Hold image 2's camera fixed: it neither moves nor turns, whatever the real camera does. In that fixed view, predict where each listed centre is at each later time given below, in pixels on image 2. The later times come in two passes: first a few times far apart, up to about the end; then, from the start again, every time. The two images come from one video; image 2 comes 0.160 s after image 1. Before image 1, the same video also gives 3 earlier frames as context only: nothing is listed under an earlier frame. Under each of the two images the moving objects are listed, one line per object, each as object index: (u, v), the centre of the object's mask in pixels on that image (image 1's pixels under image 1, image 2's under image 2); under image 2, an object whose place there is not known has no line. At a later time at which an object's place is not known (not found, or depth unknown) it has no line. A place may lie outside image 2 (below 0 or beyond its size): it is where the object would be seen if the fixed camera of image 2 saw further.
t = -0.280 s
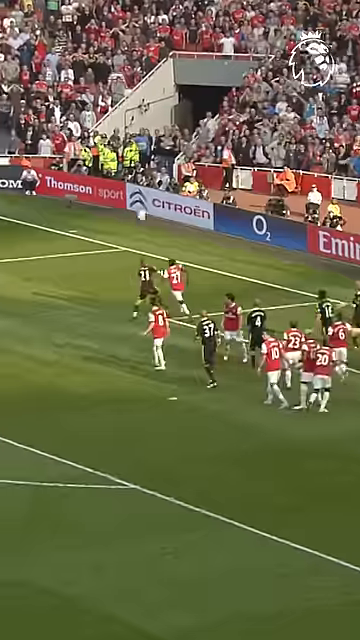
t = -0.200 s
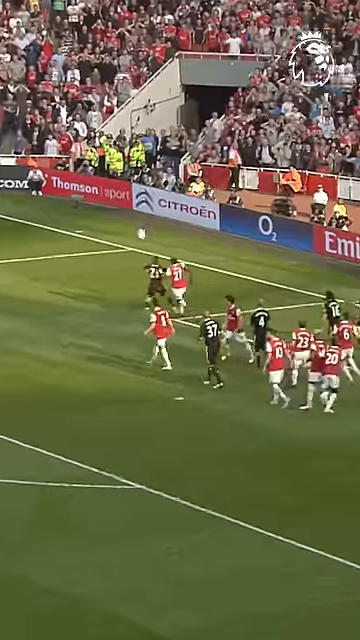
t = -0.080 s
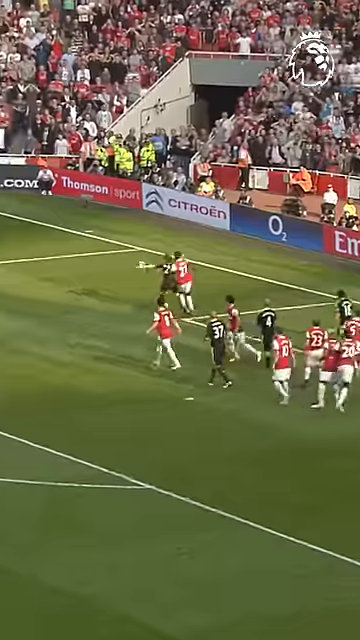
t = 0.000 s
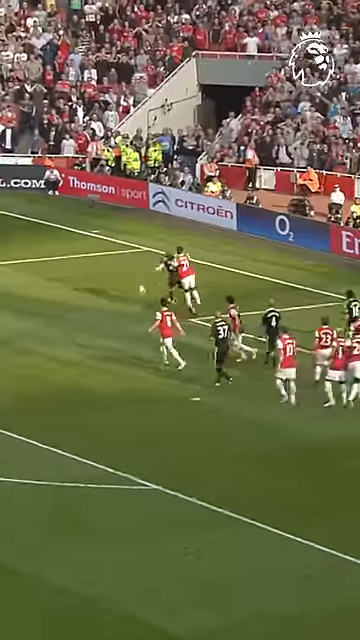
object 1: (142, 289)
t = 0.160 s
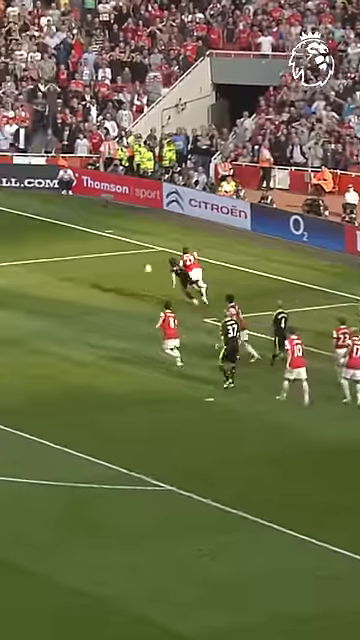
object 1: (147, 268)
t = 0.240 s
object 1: (144, 253)
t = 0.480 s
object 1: (134, 219)
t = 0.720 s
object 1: (124, 207)
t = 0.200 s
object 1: (146, 260)
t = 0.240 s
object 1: (144, 253)
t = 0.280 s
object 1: (143, 246)
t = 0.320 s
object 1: (141, 239)
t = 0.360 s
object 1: (139, 233)
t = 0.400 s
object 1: (137, 228)
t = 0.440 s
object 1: (136, 224)
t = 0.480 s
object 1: (134, 219)
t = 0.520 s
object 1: (132, 215)
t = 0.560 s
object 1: (130, 212)
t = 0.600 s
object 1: (129, 210)
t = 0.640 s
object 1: (127, 209)
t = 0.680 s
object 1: (125, 208)
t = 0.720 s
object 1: (124, 207)
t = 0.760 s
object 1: (122, 207)
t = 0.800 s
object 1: (120, 208)
